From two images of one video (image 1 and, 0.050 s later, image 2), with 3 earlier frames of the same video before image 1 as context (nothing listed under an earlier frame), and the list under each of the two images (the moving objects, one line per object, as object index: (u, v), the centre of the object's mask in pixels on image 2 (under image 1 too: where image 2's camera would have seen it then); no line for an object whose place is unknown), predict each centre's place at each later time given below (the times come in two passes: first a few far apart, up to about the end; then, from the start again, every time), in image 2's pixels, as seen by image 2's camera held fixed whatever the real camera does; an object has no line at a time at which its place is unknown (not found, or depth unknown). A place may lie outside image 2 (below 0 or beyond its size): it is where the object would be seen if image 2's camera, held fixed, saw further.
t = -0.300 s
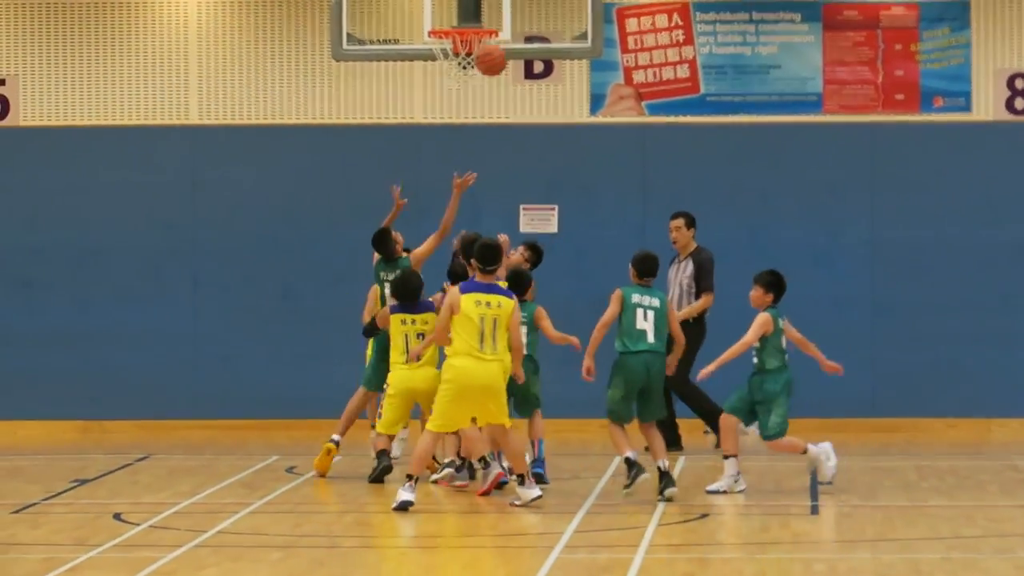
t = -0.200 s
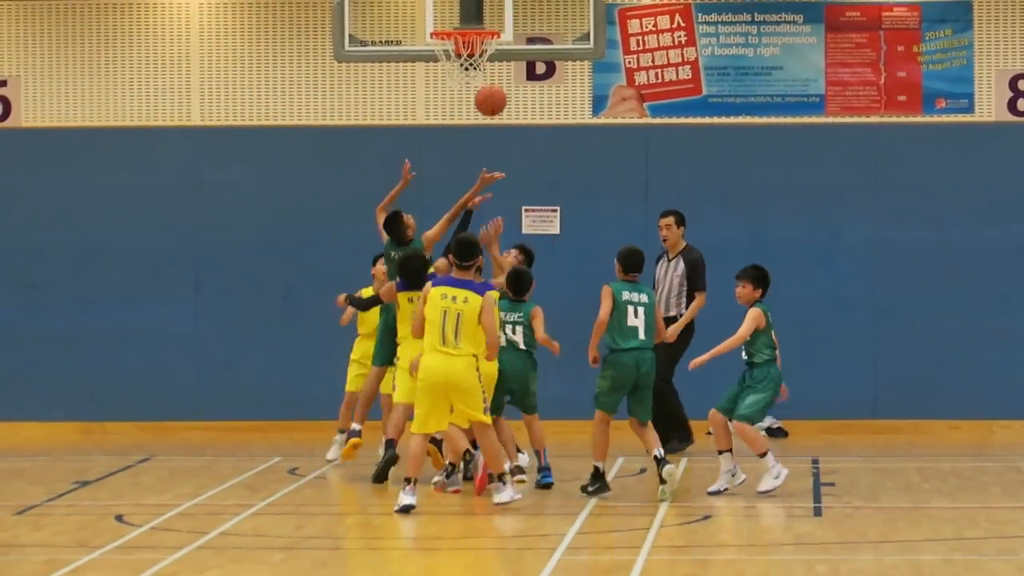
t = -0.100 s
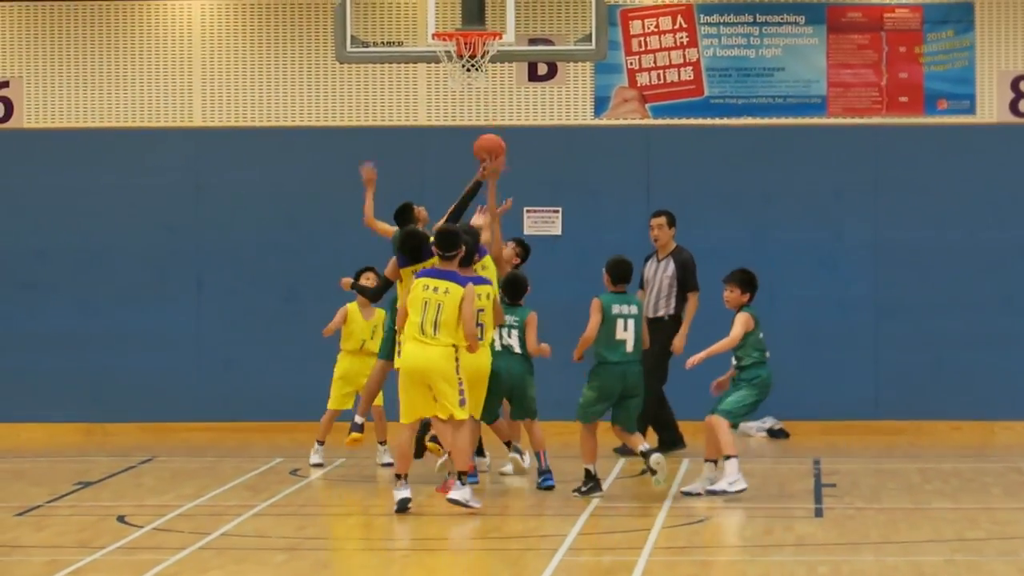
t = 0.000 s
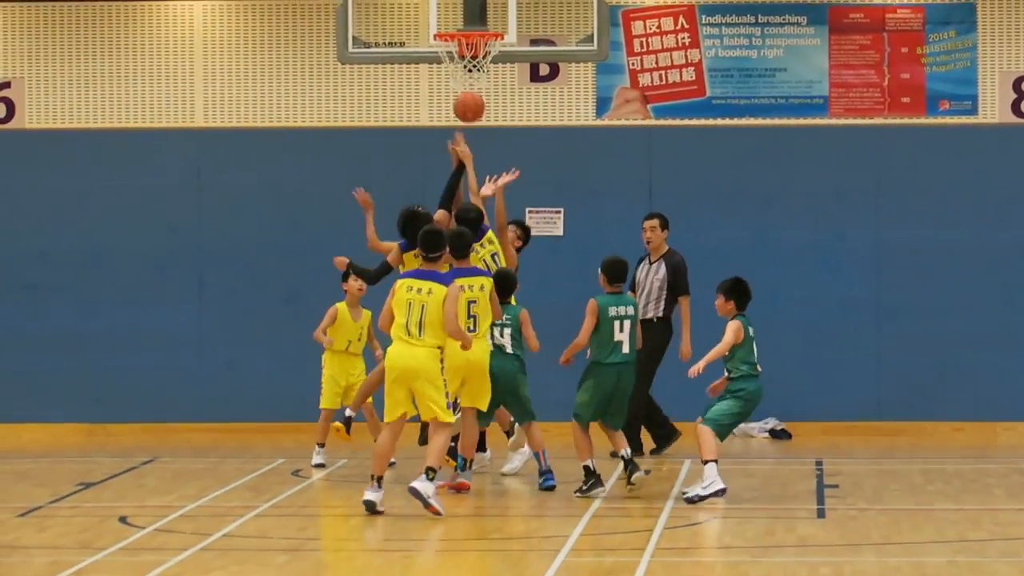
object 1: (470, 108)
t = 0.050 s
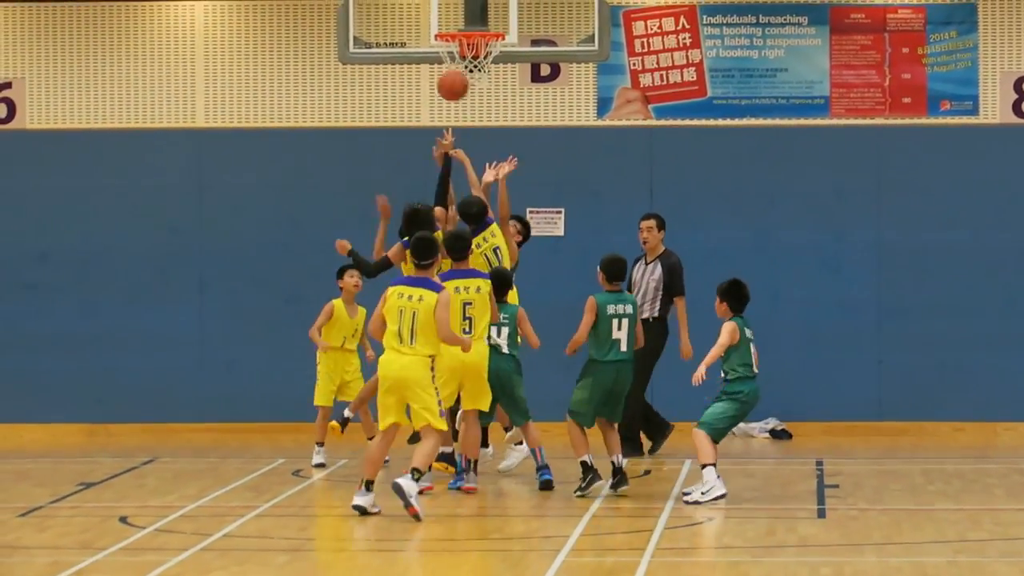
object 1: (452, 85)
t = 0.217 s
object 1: (397, 39)
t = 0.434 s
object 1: (325, 52)
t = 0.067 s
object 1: (447, 78)
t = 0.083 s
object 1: (441, 72)
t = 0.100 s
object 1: (436, 67)
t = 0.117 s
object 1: (430, 62)
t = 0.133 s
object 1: (425, 57)
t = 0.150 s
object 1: (419, 53)
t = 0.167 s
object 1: (413, 49)
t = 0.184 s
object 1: (408, 46)
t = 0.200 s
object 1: (403, 42)
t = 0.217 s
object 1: (397, 39)
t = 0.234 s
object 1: (392, 37)
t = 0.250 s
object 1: (387, 37)
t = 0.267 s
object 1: (381, 36)
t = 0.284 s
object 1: (376, 36)
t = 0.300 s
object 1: (370, 36)
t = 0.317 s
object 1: (365, 37)
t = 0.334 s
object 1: (360, 38)
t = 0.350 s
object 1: (354, 39)
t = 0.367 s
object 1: (348, 40)
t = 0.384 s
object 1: (342, 43)
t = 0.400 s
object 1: (336, 46)
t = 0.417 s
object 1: (331, 49)
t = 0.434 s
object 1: (325, 52)
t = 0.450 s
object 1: (319, 56)
